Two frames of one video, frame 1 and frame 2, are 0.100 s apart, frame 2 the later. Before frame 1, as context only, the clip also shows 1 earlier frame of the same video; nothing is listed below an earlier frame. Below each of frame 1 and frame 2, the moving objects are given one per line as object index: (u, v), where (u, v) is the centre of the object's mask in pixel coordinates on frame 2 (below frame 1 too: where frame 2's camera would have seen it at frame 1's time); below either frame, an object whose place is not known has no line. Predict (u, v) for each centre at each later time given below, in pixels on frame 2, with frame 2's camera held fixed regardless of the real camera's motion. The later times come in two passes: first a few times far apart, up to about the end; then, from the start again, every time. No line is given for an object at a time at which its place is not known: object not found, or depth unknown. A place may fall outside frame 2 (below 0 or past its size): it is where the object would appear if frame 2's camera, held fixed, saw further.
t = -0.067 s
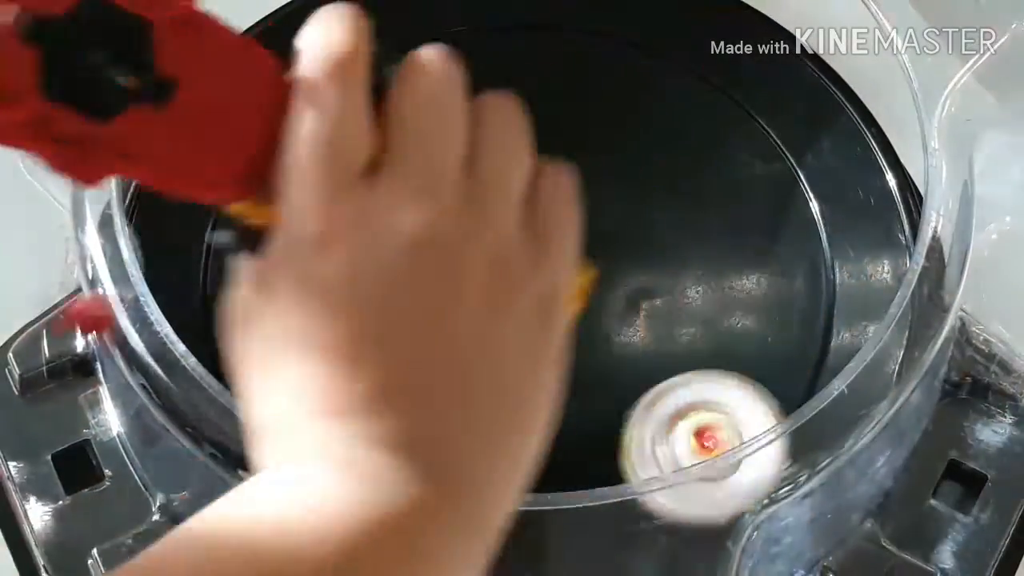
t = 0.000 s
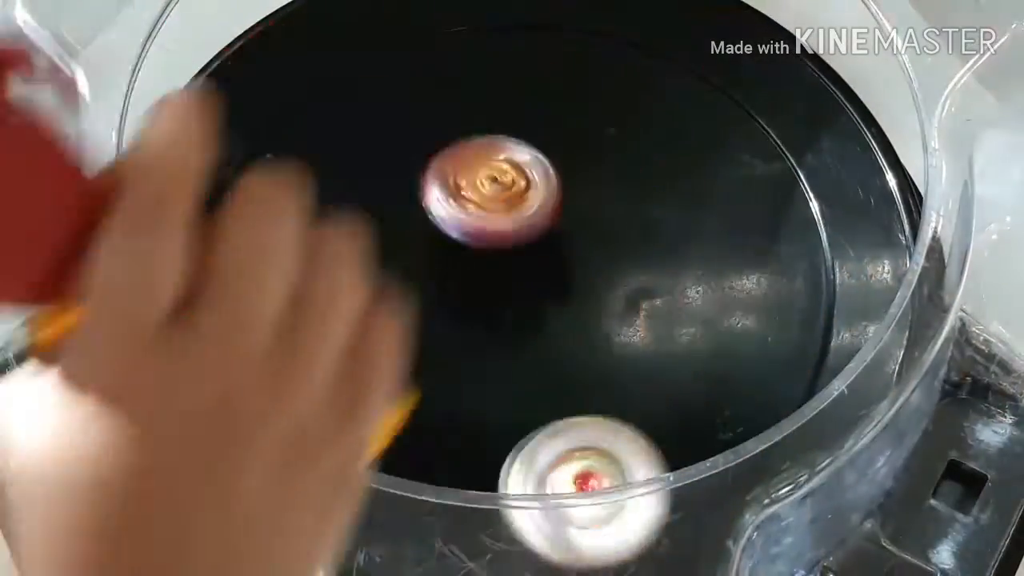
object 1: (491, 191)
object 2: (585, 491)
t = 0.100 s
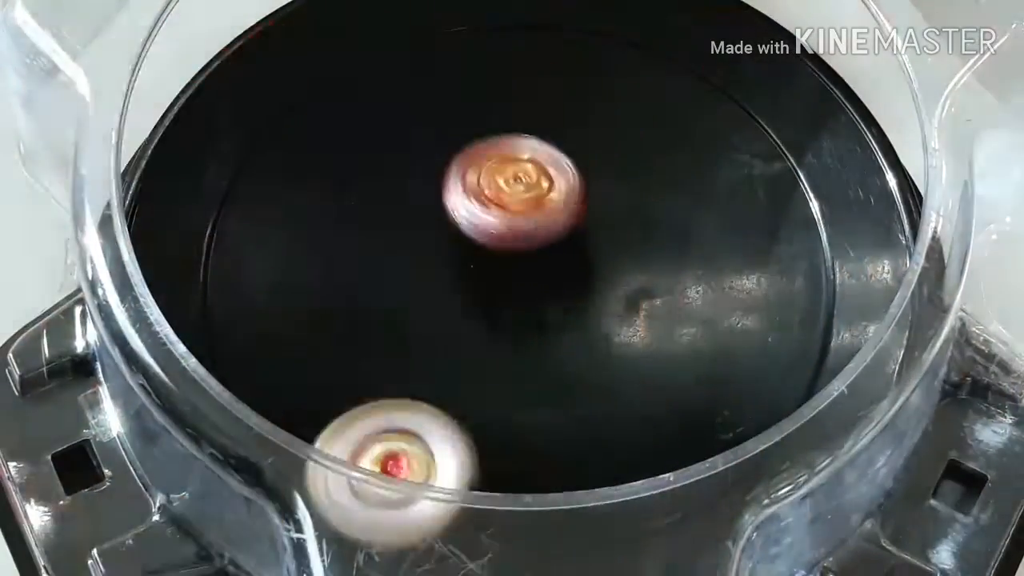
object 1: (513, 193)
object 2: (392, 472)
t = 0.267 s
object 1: (496, 218)
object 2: (228, 272)
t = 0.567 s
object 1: (360, 307)
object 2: (493, 29)
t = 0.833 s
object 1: (534, 354)
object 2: (772, 219)
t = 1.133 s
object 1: (605, 83)
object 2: (454, 463)
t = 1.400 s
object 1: (377, 107)
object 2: (273, 212)
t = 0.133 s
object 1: (516, 197)
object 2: (340, 441)
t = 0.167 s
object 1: (516, 200)
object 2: (295, 407)
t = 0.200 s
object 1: (511, 205)
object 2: (262, 364)
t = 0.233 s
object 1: (506, 212)
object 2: (244, 316)
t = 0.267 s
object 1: (496, 218)
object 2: (228, 272)
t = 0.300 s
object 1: (486, 229)
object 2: (228, 226)
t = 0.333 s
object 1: (470, 235)
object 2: (238, 181)
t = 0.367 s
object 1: (454, 242)
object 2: (254, 144)
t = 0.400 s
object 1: (434, 248)
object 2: (283, 105)
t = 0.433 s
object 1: (413, 257)
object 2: (317, 72)
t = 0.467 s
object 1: (395, 266)
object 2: (355, 51)
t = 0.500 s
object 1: (377, 279)
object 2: (400, 39)
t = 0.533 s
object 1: (367, 291)
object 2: (446, 31)
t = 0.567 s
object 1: (360, 307)
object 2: (493, 29)
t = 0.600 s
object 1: (362, 323)
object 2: (543, 30)
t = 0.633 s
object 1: (369, 339)
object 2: (589, 35)
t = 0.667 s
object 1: (386, 354)
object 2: (632, 46)
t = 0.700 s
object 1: (407, 367)
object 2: (673, 64)
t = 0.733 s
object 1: (437, 373)
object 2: (708, 94)
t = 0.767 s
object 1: (467, 374)
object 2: (740, 132)
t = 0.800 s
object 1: (501, 366)
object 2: (761, 172)
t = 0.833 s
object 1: (534, 354)
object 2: (772, 219)
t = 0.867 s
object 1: (561, 332)
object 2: (774, 267)
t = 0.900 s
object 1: (590, 303)
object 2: (763, 314)
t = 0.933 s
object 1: (610, 271)
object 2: (742, 357)
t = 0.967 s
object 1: (624, 234)
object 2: (709, 390)
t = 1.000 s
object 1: (632, 197)
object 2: (666, 416)
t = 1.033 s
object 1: (633, 166)
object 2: (616, 435)
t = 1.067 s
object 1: (628, 130)
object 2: (565, 462)
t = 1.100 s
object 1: (619, 107)
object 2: (510, 467)
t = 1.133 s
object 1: (605, 83)
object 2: (454, 463)
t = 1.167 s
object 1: (583, 61)
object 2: (405, 448)
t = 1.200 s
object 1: (561, 52)
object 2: (364, 414)
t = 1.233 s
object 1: (532, 48)
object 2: (322, 395)
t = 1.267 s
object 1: (502, 48)
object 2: (295, 362)
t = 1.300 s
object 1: (471, 53)
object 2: (274, 328)
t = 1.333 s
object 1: (437, 63)
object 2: (266, 289)
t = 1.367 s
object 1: (406, 80)
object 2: (266, 250)
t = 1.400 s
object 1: (377, 107)
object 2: (273, 212)
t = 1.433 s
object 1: (438, 73)
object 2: (204, 233)
